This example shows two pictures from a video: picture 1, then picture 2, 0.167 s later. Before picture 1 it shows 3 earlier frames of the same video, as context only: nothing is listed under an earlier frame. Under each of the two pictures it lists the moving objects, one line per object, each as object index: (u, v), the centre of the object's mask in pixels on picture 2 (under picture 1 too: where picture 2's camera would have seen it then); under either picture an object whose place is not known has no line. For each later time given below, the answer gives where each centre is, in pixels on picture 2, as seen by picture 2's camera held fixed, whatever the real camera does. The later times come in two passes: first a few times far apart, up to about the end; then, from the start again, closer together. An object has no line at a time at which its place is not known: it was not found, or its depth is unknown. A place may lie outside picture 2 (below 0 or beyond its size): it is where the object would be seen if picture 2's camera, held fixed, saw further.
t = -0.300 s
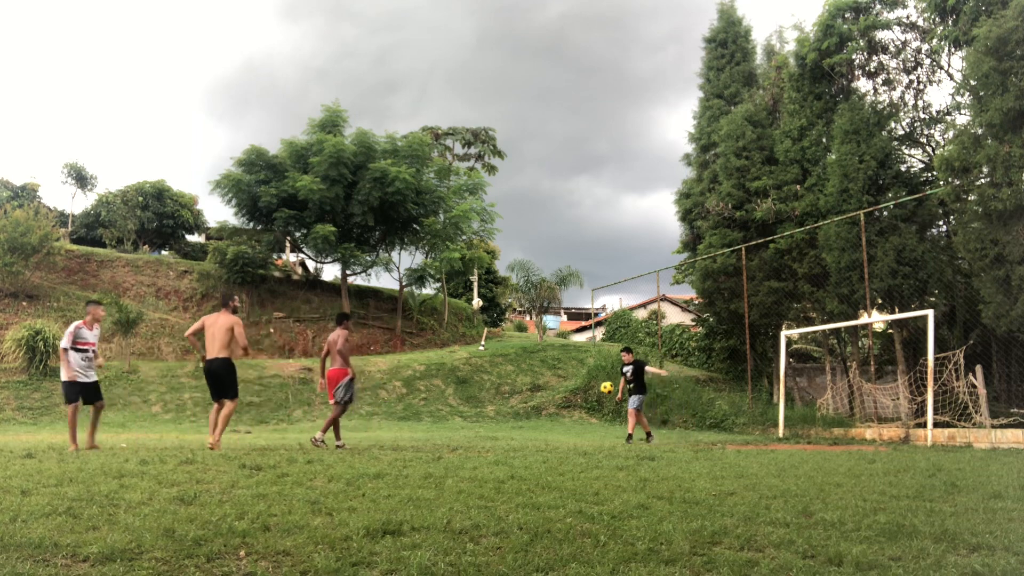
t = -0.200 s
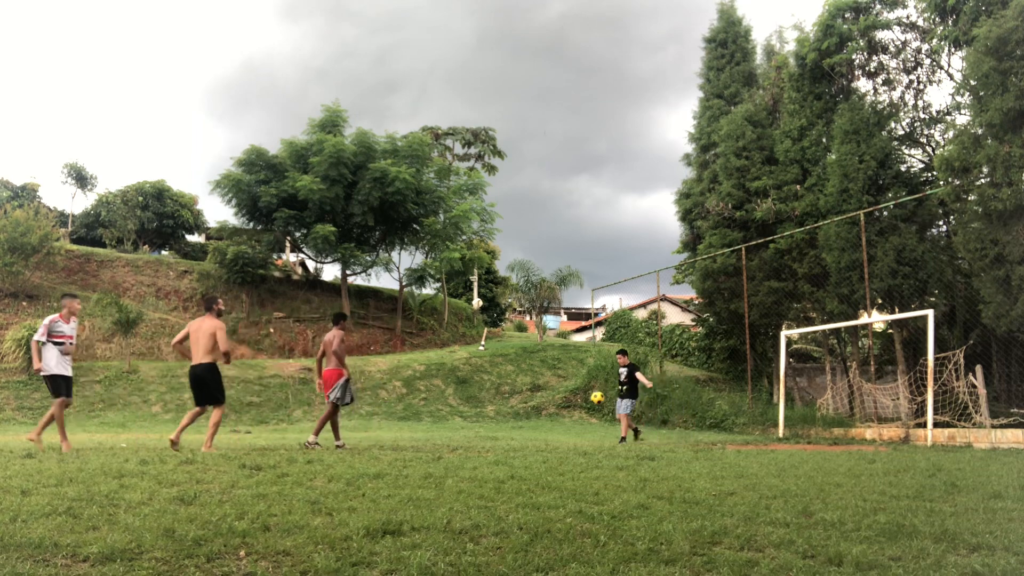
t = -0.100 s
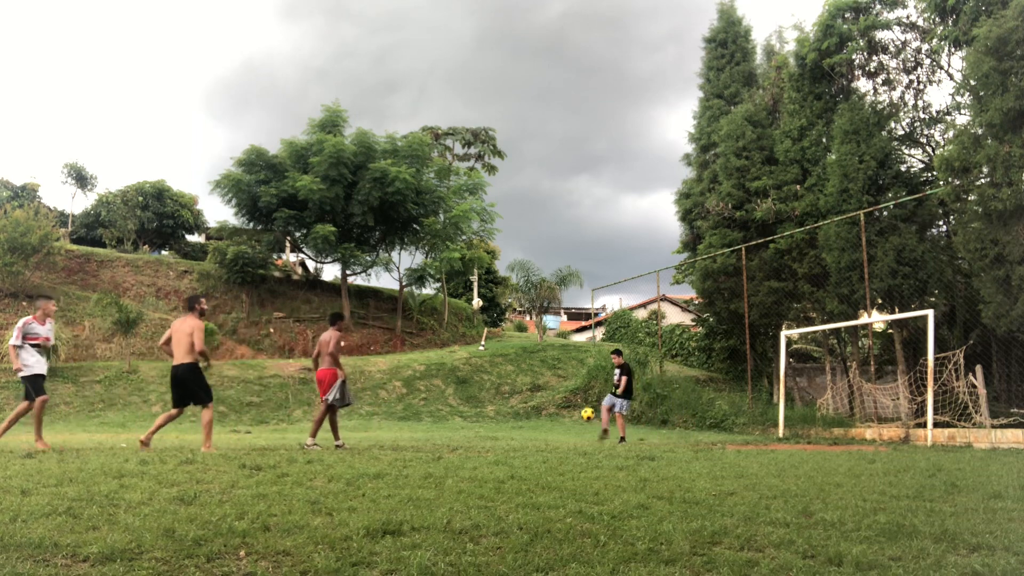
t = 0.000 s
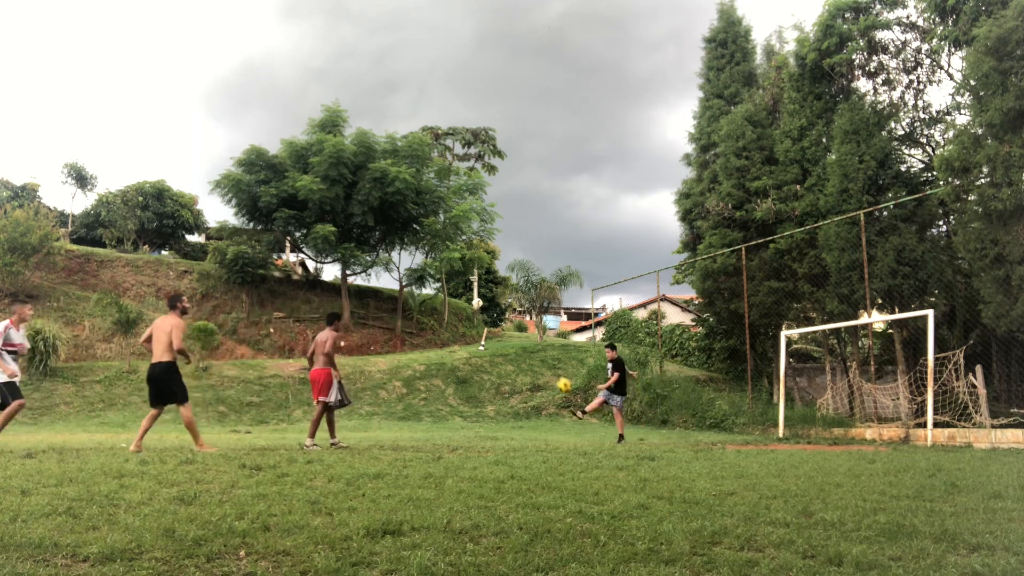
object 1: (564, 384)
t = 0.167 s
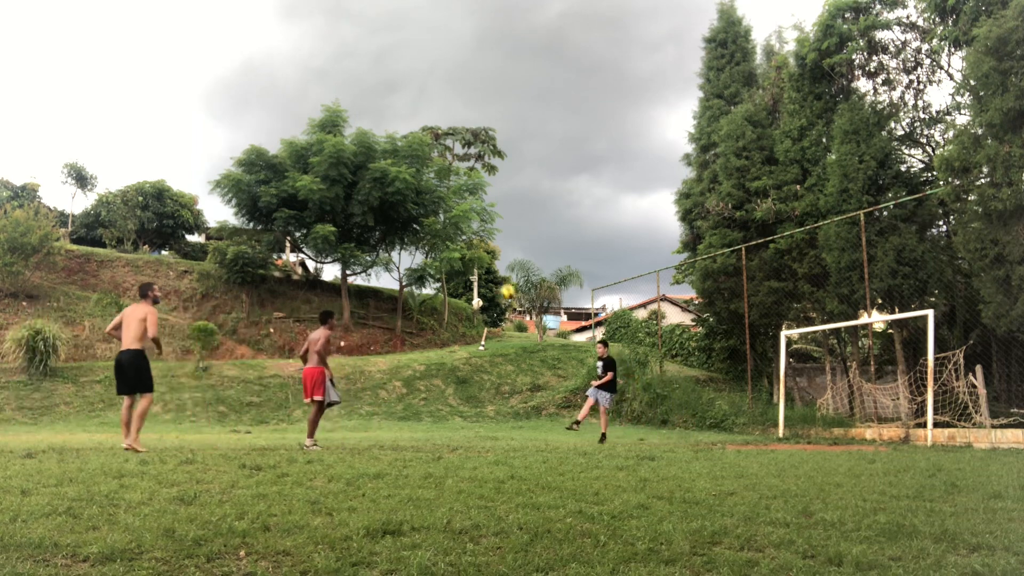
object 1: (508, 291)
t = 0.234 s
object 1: (484, 257)
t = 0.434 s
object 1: (404, 164)
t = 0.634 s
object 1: (307, 88)
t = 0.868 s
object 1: (164, 24)
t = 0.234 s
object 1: (484, 257)
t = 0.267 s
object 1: (470, 241)
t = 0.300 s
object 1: (458, 224)
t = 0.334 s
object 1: (446, 209)
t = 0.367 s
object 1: (432, 193)
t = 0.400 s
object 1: (418, 179)
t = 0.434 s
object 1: (404, 164)
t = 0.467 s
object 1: (389, 151)
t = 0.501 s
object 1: (374, 138)
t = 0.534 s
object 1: (358, 125)
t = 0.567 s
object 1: (341, 111)
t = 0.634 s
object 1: (307, 88)
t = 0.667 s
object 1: (289, 77)
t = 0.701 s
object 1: (270, 67)
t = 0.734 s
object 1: (250, 57)
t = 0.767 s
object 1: (230, 48)
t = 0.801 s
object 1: (209, 40)
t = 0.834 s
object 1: (187, 31)
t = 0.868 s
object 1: (164, 24)
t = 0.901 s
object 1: (140, 18)
